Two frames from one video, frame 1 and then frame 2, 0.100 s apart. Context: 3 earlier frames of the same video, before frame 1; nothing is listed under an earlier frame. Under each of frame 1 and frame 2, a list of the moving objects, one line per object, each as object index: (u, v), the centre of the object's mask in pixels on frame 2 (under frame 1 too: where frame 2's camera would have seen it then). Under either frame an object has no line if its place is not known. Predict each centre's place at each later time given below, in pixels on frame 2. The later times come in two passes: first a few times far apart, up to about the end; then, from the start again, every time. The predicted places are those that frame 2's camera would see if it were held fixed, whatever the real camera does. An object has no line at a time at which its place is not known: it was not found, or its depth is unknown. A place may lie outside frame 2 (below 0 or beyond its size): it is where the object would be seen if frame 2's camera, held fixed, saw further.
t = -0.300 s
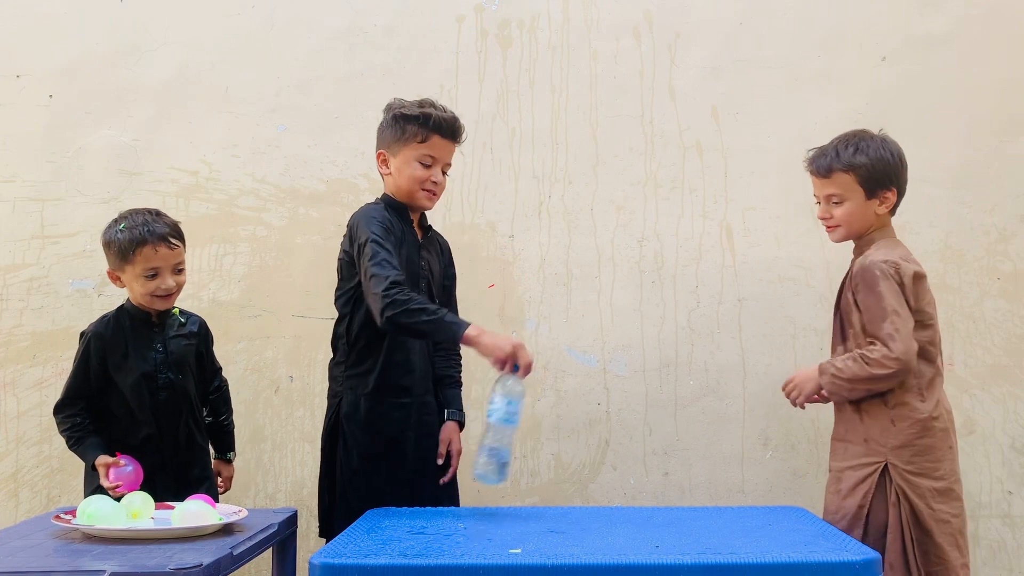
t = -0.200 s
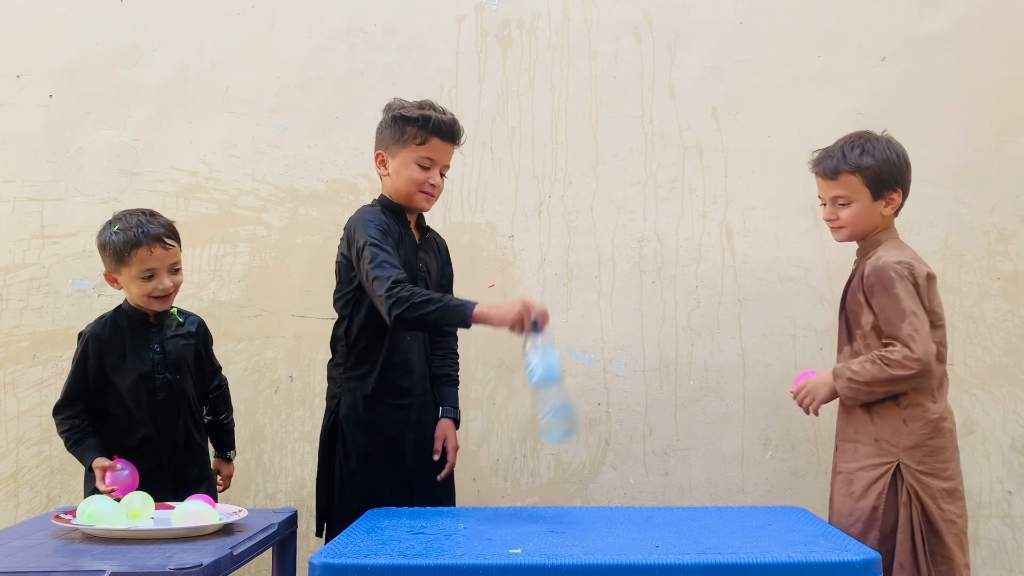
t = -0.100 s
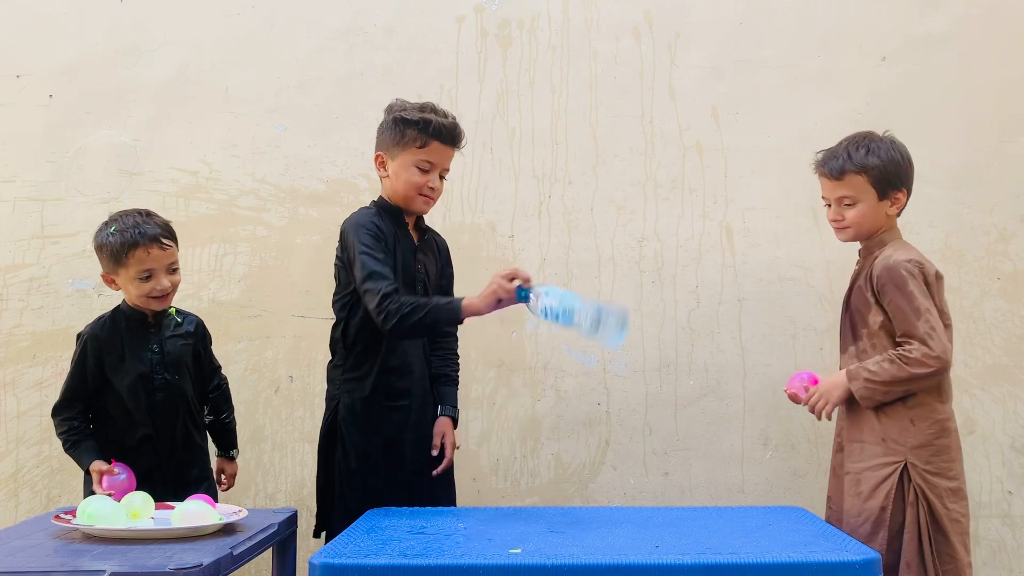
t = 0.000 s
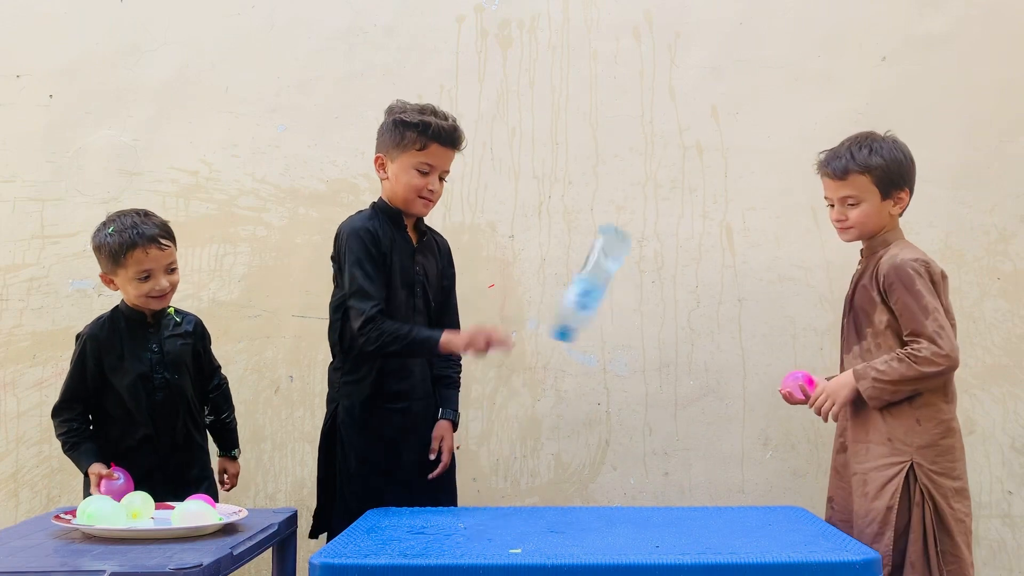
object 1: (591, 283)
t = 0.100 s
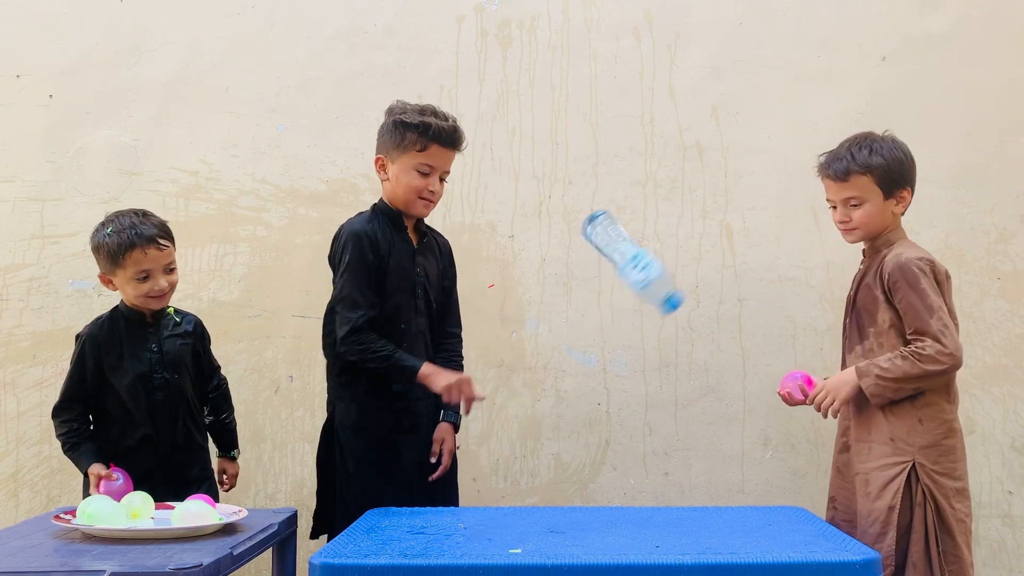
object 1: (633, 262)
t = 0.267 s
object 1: (629, 308)
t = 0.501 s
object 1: (609, 472)
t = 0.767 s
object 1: (604, 502)
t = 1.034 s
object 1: (606, 502)
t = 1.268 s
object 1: (604, 502)
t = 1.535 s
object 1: (604, 503)
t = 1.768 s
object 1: (604, 503)
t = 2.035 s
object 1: (604, 502)
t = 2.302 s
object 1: (605, 502)
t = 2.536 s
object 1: (605, 502)
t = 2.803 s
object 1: (605, 502)
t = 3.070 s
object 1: (605, 502)
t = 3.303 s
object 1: (605, 502)
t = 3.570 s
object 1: (606, 502)
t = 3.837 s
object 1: (605, 502)
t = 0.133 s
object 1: (640, 256)
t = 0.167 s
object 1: (641, 256)
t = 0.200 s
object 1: (639, 265)
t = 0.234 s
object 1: (634, 282)
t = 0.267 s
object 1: (629, 308)
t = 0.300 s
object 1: (624, 342)
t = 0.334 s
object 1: (621, 384)
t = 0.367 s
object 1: (618, 434)
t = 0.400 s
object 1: (616, 467)
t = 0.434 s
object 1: (610, 460)
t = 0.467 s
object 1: (609, 466)
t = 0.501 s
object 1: (609, 472)
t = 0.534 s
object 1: (608, 478)
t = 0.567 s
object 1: (605, 487)
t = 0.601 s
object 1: (602, 501)
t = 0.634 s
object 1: (604, 502)
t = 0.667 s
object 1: (604, 502)
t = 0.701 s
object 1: (604, 502)
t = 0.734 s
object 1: (604, 502)
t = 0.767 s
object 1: (604, 502)
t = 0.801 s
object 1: (605, 502)
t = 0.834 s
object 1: (605, 502)
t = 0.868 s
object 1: (606, 502)
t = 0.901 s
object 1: (606, 502)
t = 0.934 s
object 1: (606, 502)
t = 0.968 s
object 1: (606, 502)
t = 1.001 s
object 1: (606, 502)
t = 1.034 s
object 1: (606, 502)
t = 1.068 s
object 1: (606, 502)
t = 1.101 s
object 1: (606, 502)
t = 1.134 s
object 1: (605, 502)
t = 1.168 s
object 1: (605, 502)
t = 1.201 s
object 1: (605, 502)
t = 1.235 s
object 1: (605, 502)
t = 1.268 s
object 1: (604, 502)
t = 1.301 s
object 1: (604, 502)
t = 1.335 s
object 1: (604, 502)
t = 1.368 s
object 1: (604, 502)
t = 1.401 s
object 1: (604, 502)
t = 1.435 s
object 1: (604, 502)
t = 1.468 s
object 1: (604, 502)
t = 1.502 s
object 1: (604, 502)
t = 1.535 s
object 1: (604, 503)
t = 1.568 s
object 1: (604, 503)
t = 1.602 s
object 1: (604, 503)
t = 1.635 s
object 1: (604, 503)
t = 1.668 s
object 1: (604, 503)
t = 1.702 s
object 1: (604, 502)
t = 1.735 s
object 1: (604, 502)
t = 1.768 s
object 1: (604, 503)
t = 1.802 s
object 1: (604, 503)
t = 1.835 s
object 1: (604, 503)
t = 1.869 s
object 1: (604, 503)
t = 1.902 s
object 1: (604, 503)
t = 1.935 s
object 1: (604, 502)
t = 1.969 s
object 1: (604, 503)
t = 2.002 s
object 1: (604, 502)
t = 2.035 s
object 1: (604, 502)
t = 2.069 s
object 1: (604, 502)
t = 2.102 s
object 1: (604, 502)
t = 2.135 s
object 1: (604, 502)
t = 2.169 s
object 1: (604, 502)
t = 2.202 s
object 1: (604, 502)
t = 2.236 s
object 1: (604, 502)
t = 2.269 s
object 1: (605, 502)
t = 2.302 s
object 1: (605, 502)
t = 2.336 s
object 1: (605, 502)
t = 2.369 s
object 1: (605, 502)
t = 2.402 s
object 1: (605, 502)
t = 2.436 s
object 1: (605, 502)
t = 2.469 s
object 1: (605, 502)
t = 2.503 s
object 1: (605, 502)
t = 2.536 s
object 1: (605, 502)
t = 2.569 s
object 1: (605, 502)
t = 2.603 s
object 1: (605, 502)
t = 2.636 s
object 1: (605, 502)
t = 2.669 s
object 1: (605, 502)
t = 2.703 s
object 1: (605, 502)
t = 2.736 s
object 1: (605, 502)
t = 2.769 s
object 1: (605, 502)
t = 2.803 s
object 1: (605, 502)
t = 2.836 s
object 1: (605, 502)
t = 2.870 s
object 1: (605, 502)
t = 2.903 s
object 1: (605, 502)
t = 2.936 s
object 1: (605, 502)
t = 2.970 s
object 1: (605, 502)
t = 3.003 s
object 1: (605, 502)
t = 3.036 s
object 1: (605, 502)
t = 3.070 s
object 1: (605, 502)
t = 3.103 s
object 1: (605, 502)
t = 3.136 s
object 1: (605, 502)
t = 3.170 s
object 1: (605, 502)
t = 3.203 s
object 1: (605, 502)
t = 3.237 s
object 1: (605, 502)
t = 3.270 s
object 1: (605, 502)
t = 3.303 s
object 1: (605, 502)
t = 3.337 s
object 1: (605, 502)
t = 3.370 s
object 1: (605, 502)
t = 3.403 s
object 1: (605, 502)
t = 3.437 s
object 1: (605, 502)
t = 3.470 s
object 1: (605, 502)
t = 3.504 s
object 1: (605, 502)
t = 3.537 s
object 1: (605, 502)
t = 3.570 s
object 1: (606, 502)
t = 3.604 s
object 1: (606, 502)
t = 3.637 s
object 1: (606, 502)
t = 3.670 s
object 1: (606, 502)
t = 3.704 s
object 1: (606, 502)
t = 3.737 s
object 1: (606, 502)
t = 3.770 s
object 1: (605, 502)
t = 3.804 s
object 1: (605, 502)
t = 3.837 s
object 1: (605, 502)
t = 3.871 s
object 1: (605, 502)
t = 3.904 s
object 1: (605, 502)
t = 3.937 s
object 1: (605, 502)
